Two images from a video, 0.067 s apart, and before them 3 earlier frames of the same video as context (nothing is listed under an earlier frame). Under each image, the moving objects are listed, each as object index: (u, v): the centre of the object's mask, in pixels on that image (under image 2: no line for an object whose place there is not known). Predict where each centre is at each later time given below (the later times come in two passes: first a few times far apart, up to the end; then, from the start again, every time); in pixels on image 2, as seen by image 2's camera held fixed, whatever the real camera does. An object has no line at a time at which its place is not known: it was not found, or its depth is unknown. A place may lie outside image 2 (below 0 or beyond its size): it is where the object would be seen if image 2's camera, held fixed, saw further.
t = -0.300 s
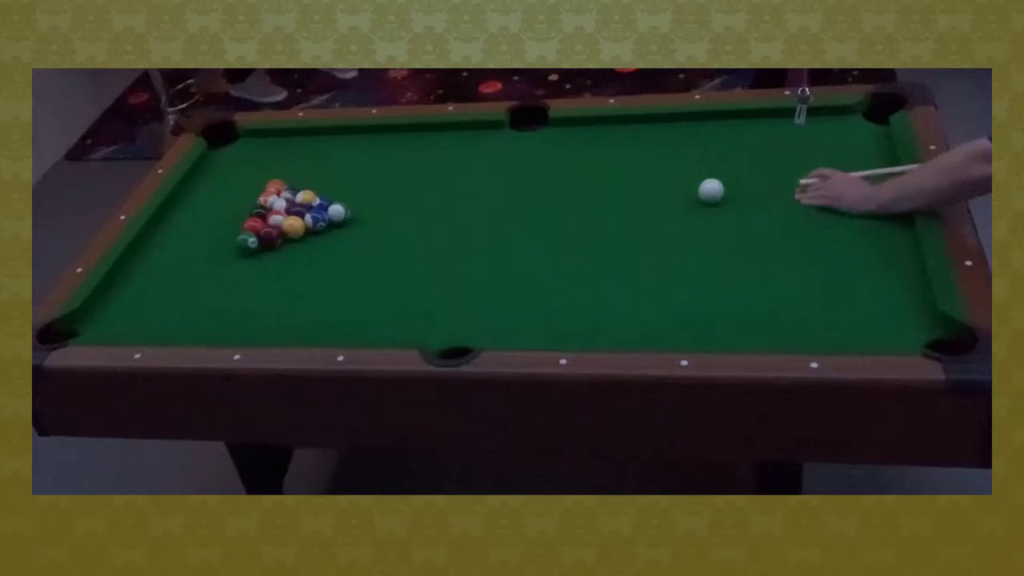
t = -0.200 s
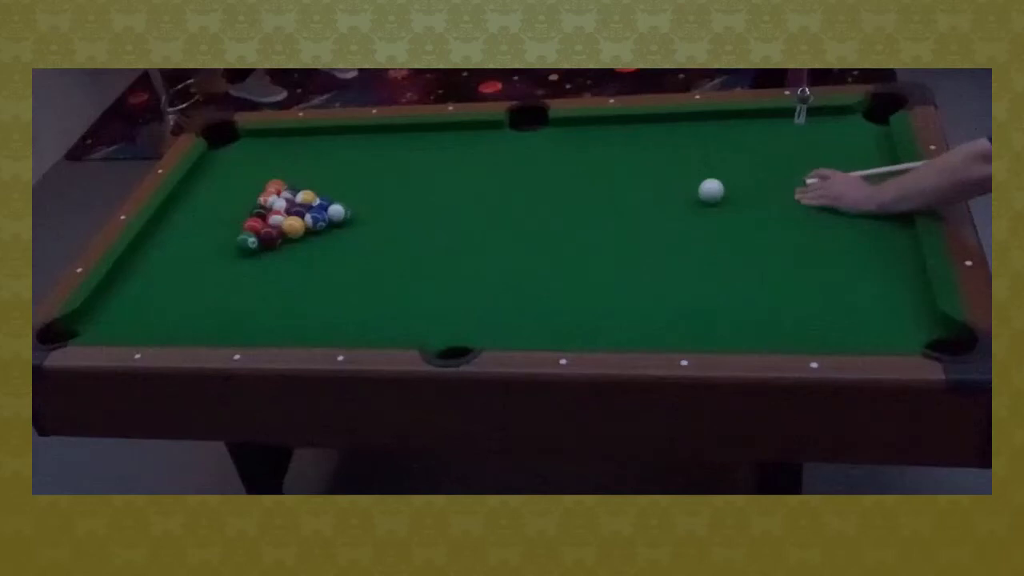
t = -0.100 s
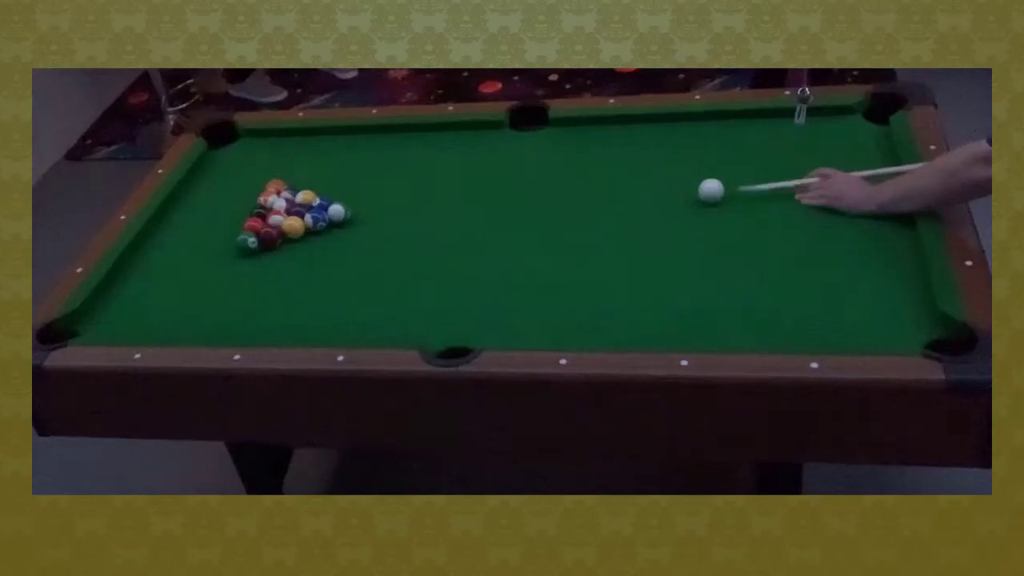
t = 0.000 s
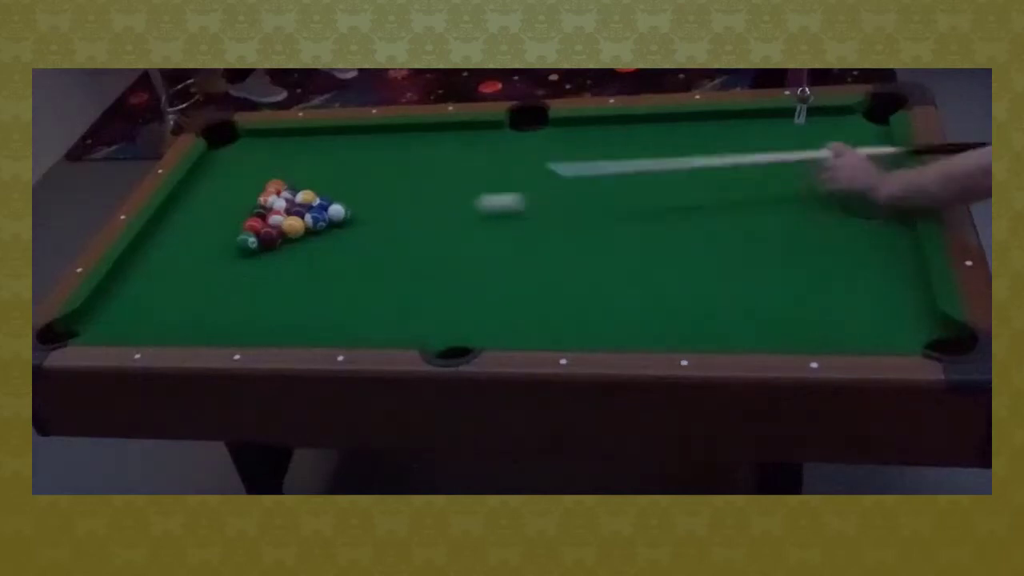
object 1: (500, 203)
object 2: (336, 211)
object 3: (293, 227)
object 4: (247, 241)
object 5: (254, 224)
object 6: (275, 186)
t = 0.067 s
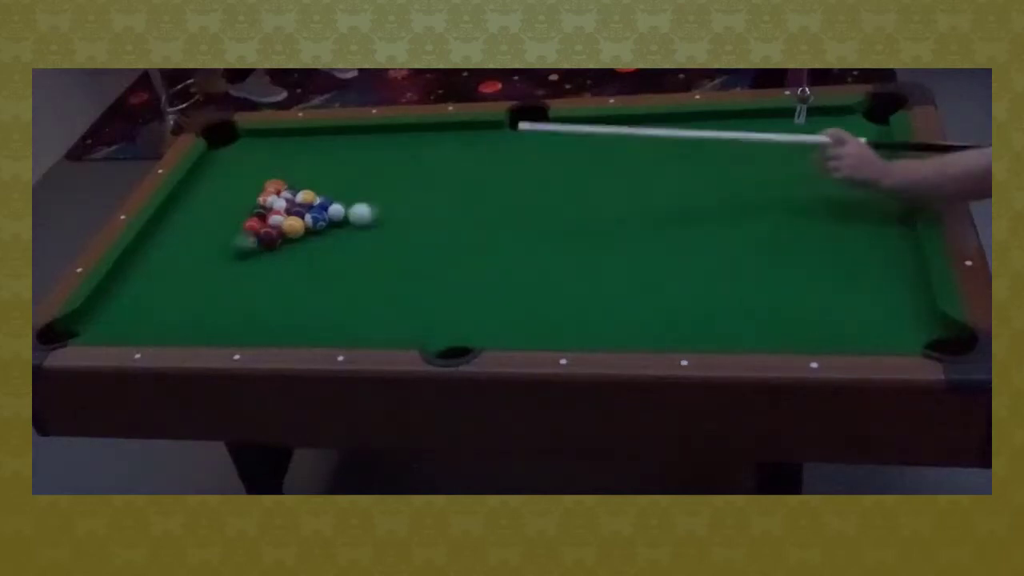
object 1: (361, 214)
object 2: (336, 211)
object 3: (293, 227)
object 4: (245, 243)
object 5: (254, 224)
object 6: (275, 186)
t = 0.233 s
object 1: (356, 239)
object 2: (359, 196)
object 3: (289, 231)
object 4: (122, 302)
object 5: (187, 251)
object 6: (216, 166)
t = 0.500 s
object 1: (349, 276)
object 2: (385, 172)
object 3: (282, 238)
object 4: (225, 310)
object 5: (123, 279)
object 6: (252, 142)
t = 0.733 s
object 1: (342, 309)
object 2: (402, 160)
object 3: (277, 243)
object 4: (313, 289)
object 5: (132, 298)
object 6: (280, 138)
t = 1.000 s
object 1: (348, 317)
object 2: (422, 144)
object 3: (272, 246)
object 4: (405, 265)
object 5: (136, 319)
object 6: (299, 145)
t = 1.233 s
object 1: (361, 308)
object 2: (433, 132)
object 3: (268, 248)
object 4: (480, 246)
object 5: (148, 319)
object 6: (308, 155)
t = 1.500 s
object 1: (371, 299)
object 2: (439, 129)
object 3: (265, 248)
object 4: (560, 224)
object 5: (163, 315)
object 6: (316, 165)
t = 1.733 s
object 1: (376, 294)
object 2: (438, 131)
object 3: (265, 249)
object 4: (623, 207)
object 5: (169, 311)
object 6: (320, 174)
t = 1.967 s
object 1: (378, 291)
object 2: (437, 133)
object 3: (265, 248)
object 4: (679, 189)
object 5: (171, 309)
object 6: (323, 182)
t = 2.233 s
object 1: (378, 289)
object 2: (437, 133)
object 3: (265, 248)
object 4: (740, 170)
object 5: (171, 309)
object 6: (325, 191)
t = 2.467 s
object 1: (377, 289)
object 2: (437, 133)
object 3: (265, 248)
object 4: (790, 153)
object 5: (171, 309)
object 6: (324, 196)
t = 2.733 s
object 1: (377, 290)
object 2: (437, 133)
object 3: (265, 248)
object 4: (840, 136)
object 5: (171, 309)
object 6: (323, 200)
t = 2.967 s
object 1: (377, 289)
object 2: (437, 133)
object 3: (265, 248)
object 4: (877, 123)
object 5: (171, 309)
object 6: (322, 203)
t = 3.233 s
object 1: (377, 289)
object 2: (437, 133)
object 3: (265, 248)
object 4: (856, 112)
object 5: (171, 309)
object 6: (322, 203)
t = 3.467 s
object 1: (377, 289)
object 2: (437, 133)
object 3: (265, 249)
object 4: (855, 116)
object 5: (171, 309)
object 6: (322, 204)
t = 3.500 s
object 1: (377, 289)
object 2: (437, 133)
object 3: (265, 248)
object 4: (855, 117)
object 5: (171, 309)
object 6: (322, 204)
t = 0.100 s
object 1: (359, 220)
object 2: (339, 206)
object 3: (292, 228)
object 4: (206, 259)
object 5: (239, 233)
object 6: (262, 183)
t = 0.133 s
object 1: (358, 225)
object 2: (345, 202)
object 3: (291, 229)
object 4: (167, 272)
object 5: (224, 238)
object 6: (250, 181)
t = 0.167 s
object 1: (357, 230)
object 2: (351, 199)
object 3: (290, 230)
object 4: (123, 282)
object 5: (210, 244)
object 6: (238, 175)
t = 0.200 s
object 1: (357, 235)
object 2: (356, 195)
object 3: (289, 230)
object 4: (108, 295)
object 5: (198, 248)
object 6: (226, 171)
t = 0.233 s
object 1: (356, 239)
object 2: (359, 196)
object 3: (289, 231)
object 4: (122, 302)
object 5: (187, 251)
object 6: (216, 166)
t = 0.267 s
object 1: (355, 244)
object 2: (363, 195)
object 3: (288, 233)
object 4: (133, 315)
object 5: (175, 255)
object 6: (207, 163)
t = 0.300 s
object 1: (354, 248)
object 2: (371, 194)
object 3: (287, 233)
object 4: (142, 318)
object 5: (163, 258)
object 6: (209, 160)
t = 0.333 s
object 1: (353, 253)
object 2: (370, 191)
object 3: (287, 234)
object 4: (151, 323)
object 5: (151, 262)
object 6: (218, 156)
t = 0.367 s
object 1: (353, 258)
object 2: (370, 187)
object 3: (286, 235)
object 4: (167, 321)
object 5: (140, 266)
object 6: (227, 153)
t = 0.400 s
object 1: (352, 262)
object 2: (372, 181)
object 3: (285, 235)
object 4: (181, 319)
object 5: (128, 270)
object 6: (234, 150)
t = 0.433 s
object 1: (351, 266)
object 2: (378, 178)
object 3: (284, 236)
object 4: (199, 316)
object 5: (119, 275)
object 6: (240, 148)
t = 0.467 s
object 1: (350, 272)
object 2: (381, 175)
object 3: (283, 237)
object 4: (212, 315)
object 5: (121, 276)
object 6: (246, 145)
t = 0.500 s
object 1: (349, 276)
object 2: (385, 172)
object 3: (282, 238)
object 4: (225, 310)
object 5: (123, 279)
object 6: (252, 142)
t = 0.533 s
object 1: (348, 281)
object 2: (388, 171)
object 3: (281, 238)
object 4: (237, 306)
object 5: (124, 281)
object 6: (258, 140)
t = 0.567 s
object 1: (347, 286)
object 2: (392, 170)
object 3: (281, 240)
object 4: (251, 303)
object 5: (127, 284)
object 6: (264, 137)
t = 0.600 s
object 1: (346, 290)
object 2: (394, 171)
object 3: (280, 240)
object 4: (261, 300)
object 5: (128, 287)
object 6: (269, 135)
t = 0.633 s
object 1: (345, 295)
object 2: (398, 169)
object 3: (279, 240)
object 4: (274, 296)
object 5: (128, 290)
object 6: (272, 135)
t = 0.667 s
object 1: (344, 300)
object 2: (400, 167)
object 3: (279, 242)
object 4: (288, 294)
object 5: (130, 293)
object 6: (275, 136)
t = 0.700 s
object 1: (343, 305)
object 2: (401, 164)
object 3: (278, 242)
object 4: (300, 290)
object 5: (131, 295)
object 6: (277, 137)
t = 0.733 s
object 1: (342, 309)
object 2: (402, 160)
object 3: (277, 243)
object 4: (313, 289)
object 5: (132, 298)
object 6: (280, 138)
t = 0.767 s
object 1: (340, 314)
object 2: (405, 156)
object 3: (276, 243)
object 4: (325, 286)
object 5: (133, 301)
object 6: (282, 139)
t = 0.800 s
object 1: (339, 318)
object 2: (409, 154)
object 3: (276, 243)
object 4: (335, 282)
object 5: (133, 304)
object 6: (285, 139)
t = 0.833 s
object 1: (338, 322)
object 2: (413, 152)
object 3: (275, 244)
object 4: (348, 279)
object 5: (135, 306)
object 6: (288, 140)
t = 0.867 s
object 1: (338, 324)
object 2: (414, 149)
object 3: (274, 244)
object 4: (360, 277)
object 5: (135, 309)
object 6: (290, 141)
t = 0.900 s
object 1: (341, 322)
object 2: (416, 150)
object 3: (274, 245)
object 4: (372, 274)
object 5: (135, 311)
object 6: (292, 142)
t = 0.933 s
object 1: (343, 320)
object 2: (417, 147)
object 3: (273, 245)
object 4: (382, 271)
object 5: (136, 314)
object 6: (295, 143)
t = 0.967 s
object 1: (345, 318)
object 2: (420, 147)
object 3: (272, 246)
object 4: (394, 268)
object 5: (136, 317)
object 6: (297, 144)
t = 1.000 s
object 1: (348, 317)
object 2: (422, 144)
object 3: (272, 246)
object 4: (405, 265)
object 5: (136, 319)
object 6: (299, 145)
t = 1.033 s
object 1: (350, 316)
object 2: (425, 143)
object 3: (271, 246)
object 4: (415, 263)
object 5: (137, 321)
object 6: (300, 147)
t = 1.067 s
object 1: (352, 315)
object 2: (426, 142)
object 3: (270, 246)
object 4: (426, 260)
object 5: (138, 322)
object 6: (302, 148)
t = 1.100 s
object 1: (354, 314)
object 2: (428, 140)
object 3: (270, 247)
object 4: (437, 257)
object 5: (139, 322)
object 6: (303, 149)
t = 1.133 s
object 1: (356, 313)
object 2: (430, 138)
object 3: (269, 247)
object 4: (448, 254)
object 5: (141, 321)
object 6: (304, 151)
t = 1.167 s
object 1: (358, 311)
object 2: (431, 136)
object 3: (269, 247)
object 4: (461, 251)
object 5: (144, 321)
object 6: (305, 152)
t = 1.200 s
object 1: (359, 310)
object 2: (432, 134)
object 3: (268, 248)
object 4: (470, 249)
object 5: (146, 319)
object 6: (306, 153)
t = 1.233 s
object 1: (361, 308)
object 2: (433, 132)
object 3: (268, 248)
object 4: (480, 246)
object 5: (148, 319)
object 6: (308, 155)
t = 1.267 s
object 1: (363, 307)
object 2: (435, 129)
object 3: (267, 248)
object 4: (491, 243)
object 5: (151, 319)
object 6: (309, 156)
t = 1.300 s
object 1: (364, 306)
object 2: (437, 126)
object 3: (267, 248)
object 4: (500, 240)
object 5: (153, 319)
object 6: (311, 158)
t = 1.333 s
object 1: (365, 305)
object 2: (439, 126)
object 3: (267, 248)
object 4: (511, 237)
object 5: (155, 318)
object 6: (311, 158)
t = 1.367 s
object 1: (367, 303)
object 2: (439, 127)
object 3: (266, 248)
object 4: (520, 235)
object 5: (156, 317)
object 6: (312, 159)
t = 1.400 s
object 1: (368, 302)
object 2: (439, 127)
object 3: (266, 248)
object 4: (530, 232)
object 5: (159, 317)
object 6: (313, 161)
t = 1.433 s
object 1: (369, 301)
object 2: (439, 128)
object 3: (266, 248)
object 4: (539, 230)
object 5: (161, 316)
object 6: (314, 163)
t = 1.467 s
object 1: (370, 300)
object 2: (439, 129)
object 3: (265, 248)
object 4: (548, 226)
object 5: (163, 316)
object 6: (315, 164)
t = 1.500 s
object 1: (371, 299)
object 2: (439, 129)
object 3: (265, 248)
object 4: (560, 224)
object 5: (163, 315)
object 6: (316, 165)
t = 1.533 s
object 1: (372, 298)
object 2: (439, 129)
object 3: (265, 249)
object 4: (569, 222)
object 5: (165, 314)
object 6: (317, 167)
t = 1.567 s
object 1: (373, 298)
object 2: (439, 130)
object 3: (265, 249)
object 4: (576, 220)
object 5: (166, 313)
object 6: (317, 168)
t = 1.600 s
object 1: (374, 297)
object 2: (439, 129)
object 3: (265, 248)
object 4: (586, 217)
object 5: (166, 313)
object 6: (318, 169)
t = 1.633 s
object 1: (374, 296)
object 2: (439, 129)
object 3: (265, 249)
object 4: (596, 214)
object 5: (167, 312)
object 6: (319, 171)
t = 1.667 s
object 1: (375, 295)
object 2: (439, 130)
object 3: (265, 249)
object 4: (604, 210)
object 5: (168, 312)
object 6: (320, 172)
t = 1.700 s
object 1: (376, 294)
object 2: (438, 130)
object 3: (265, 249)
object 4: (614, 209)
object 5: (169, 312)
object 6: (320, 173)
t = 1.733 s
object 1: (376, 294)
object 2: (438, 131)
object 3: (265, 249)
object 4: (623, 207)
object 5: (169, 311)
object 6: (320, 174)
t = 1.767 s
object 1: (377, 293)
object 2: (438, 131)
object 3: (265, 249)
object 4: (628, 206)
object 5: (170, 311)
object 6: (321, 175)
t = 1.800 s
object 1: (377, 293)
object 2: (438, 132)
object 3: (265, 249)
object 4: (638, 202)
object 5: (170, 310)
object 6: (321, 177)
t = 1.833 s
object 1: (377, 292)
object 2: (438, 132)
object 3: (265, 249)
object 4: (648, 199)
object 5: (171, 309)
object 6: (321, 178)
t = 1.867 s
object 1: (377, 292)
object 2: (438, 132)
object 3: (265, 249)
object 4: (656, 196)
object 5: (171, 309)
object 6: (322, 179)
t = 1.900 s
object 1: (378, 292)
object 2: (437, 132)
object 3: (265, 248)
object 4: (663, 193)
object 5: (171, 309)
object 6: (322, 180)
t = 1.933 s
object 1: (378, 291)
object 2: (437, 133)
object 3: (265, 248)
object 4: (672, 191)
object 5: (172, 309)
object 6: (323, 181)
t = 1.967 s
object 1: (378, 291)
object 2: (437, 133)
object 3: (265, 248)
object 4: (679, 189)
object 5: (171, 309)
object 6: (323, 182)
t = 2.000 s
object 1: (378, 291)
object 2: (437, 133)
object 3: (265, 248)
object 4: (686, 187)
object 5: (171, 309)
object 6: (324, 184)
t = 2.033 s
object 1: (378, 290)
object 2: (437, 133)
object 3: (265, 248)
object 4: (696, 184)
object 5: (171, 309)
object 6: (324, 184)
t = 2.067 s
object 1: (378, 290)
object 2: (437, 133)
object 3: (265, 248)
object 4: (703, 183)
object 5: (171, 309)
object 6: (324, 185)
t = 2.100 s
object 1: (378, 290)
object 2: (437, 133)
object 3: (265, 248)
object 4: (711, 178)
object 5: (171, 309)
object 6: (325, 187)
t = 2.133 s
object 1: (378, 290)
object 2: (437, 133)
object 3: (265, 248)
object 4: (718, 176)
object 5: (171, 309)
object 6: (325, 187)
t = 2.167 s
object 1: (378, 290)
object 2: (437, 133)
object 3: (265, 248)
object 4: (727, 174)
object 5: (171, 309)
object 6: (325, 188)
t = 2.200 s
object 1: (378, 290)
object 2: (437, 133)
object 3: (265, 248)
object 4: (734, 173)
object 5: (171, 309)
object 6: (325, 190)
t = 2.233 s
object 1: (378, 289)
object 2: (437, 133)
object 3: (265, 248)
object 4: (740, 170)
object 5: (171, 309)
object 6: (325, 191)
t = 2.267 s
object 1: (378, 289)
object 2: (437, 133)
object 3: (265, 248)
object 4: (748, 168)
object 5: (171, 309)
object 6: (325, 191)
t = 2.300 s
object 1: (377, 289)
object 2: (437, 133)
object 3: (265, 248)
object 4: (755, 165)
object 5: (171, 309)
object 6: (325, 193)
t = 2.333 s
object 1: (377, 290)
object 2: (437, 133)
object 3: (265, 248)
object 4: (761, 164)
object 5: (171, 309)
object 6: (325, 194)
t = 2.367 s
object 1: (377, 289)
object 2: (437, 133)
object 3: (265, 248)
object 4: (768, 161)
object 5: (171, 309)
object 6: (325, 195)
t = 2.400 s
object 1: (377, 289)
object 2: (437, 133)
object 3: (265, 248)
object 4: (776, 158)
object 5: (171, 309)
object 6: (325, 195)
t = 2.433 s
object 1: (377, 289)
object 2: (437, 133)
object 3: (265, 248)
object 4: (782, 155)
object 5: (171, 309)
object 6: (324, 197)
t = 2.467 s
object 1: (377, 289)
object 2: (437, 133)
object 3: (265, 248)
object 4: (790, 153)
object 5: (171, 309)
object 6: (324, 196)
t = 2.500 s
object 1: (377, 289)
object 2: (437, 133)
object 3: (265, 248)
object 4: (795, 152)
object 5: (171, 309)
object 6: (324, 197)
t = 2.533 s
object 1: (377, 290)
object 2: (437, 133)
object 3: (265, 248)
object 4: (803, 149)
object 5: (171, 309)
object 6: (324, 198)
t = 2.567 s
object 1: (377, 289)
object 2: (437, 133)
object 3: (265, 248)
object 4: (808, 147)
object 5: (171, 309)
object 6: (324, 199)
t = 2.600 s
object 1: (377, 289)
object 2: (437, 133)
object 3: (265, 248)
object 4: (815, 145)
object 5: (171, 309)
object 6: (324, 199)
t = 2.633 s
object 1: (377, 290)
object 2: (437, 133)
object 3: (265, 248)
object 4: (822, 143)
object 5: (171, 309)
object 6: (324, 199)
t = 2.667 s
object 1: (377, 289)
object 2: (437, 133)
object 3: (265, 248)
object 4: (827, 141)
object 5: (171, 309)
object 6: (324, 200)
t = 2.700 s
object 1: (377, 289)
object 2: (437, 133)
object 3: (265, 248)
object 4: (834, 138)
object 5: (171, 309)
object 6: (324, 200)
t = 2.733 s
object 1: (377, 290)
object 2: (437, 133)
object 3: (265, 248)
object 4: (840, 136)
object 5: (171, 309)
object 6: (323, 200)
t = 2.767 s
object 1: (377, 289)
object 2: (437, 133)
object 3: (265, 248)
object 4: (847, 135)
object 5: (171, 309)
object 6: (323, 201)
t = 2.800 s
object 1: (377, 290)
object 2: (437, 133)
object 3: (265, 248)
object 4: (853, 131)
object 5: (171, 309)
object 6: (323, 201)
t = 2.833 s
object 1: (377, 289)
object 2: (437, 133)
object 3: (265, 248)
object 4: (856, 130)
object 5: (171, 309)
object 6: (323, 202)
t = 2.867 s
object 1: (377, 289)
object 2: (437, 133)
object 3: (265, 248)
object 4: (862, 129)
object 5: (171, 309)
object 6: (323, 202)
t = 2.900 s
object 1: (377, 289)
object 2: (437, 133)
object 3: (265, 248)
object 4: (868, 127)
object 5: (171, 309)
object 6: (322, 202)
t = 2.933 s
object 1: (377, 289)
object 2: (437, 133)
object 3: (265, 249)
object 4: (875, 122)
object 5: (171, 309)
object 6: (322, 202)
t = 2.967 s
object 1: (377, 289)
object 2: (437, 133)
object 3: (265, 248)
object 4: (877, 123)
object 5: (171, 309)
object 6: (322, 203)
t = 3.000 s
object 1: (377, 289)
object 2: (437, 133)
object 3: (265, 248)
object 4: (871, 120)
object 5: (171, 309)
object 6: (322, 203)
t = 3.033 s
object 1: (377, 289)
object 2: (437, 133)
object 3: (265, 248)
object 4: (870, 121)
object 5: (171, 309)
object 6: (322, 203)
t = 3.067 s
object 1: (377, 289)
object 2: (437, 133)
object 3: (265, 249)
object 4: (867, 119)
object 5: (171, 309)
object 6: (322, 203)
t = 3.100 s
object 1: (377, 290)
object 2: (437, 133)
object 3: (265, 248)
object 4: (865, 116)
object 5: (171, 309)
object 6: (322, 203)
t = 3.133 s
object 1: (377, 289)
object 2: (437, 133)
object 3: (265, 248)
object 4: (863, 114)
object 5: (171, 309)
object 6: (322, 203)
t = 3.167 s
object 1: (377, 289)
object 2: (437, 133)
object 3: (265, 248)
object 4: (861, 113)
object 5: (171, 309)
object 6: (322, 203)
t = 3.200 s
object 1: (377, 289)
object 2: (437, 133)
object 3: (265, 249)
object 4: (859, 113)
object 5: (171, 309)
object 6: (322, 203)
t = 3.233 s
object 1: (377, 289)
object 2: (437, 133)
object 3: (265, 248)
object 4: (856, 112)
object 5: (171, 309)
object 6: (322, 203)
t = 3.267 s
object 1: (377, 289)
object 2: (437, 133)
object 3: (265, 249)
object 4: (856, 113)
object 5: (171, 309)
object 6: (322, 204)
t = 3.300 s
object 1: (377, 289)
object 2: (437, 133)
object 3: (265, 249)
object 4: (856, 114)
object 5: (171, 309)
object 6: (322, 204)
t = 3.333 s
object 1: (377, 289)
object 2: (437, 133)
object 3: (265, 249)
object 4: (855, 114)
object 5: (171, 309)
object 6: (322, 204)
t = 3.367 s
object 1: (377, 289)
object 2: (437, 133)
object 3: (265, 249)
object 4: (856, 114)
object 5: (171, 309)
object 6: (322, 204)
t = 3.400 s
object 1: (377, 289)
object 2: (437, 133)
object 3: (265, 248)
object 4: (855, 115)
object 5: (171, 309)
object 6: (322, 204)
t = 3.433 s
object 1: (377, 289)
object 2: (437, 133)
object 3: (265, 248)
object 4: (855, 116)
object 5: (172, 309)
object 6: (322, 203)
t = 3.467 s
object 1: (377, 289)
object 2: (437, 133)
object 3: (265, 249)
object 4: (855, 116)
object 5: (171, 309)
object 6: (322, 204)
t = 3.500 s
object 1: (377, 289)
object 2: (437, 133)
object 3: (265, 248)
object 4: (855, 117)
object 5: (171, 309)
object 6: (322, 204)
